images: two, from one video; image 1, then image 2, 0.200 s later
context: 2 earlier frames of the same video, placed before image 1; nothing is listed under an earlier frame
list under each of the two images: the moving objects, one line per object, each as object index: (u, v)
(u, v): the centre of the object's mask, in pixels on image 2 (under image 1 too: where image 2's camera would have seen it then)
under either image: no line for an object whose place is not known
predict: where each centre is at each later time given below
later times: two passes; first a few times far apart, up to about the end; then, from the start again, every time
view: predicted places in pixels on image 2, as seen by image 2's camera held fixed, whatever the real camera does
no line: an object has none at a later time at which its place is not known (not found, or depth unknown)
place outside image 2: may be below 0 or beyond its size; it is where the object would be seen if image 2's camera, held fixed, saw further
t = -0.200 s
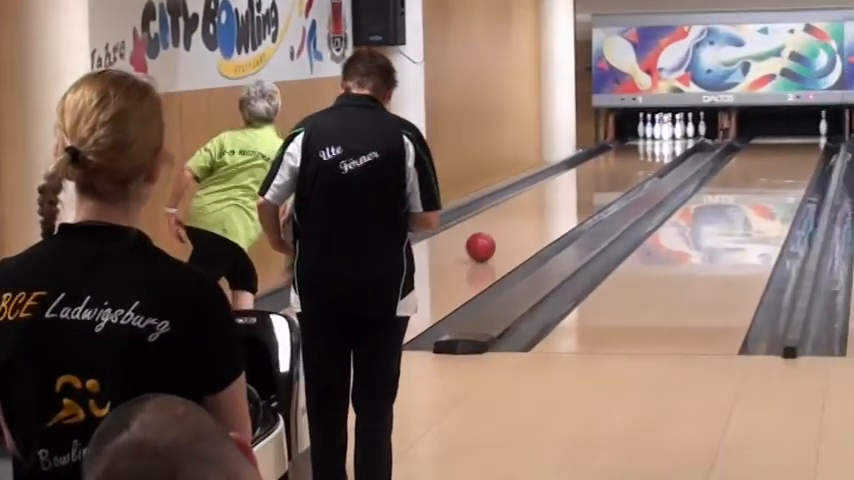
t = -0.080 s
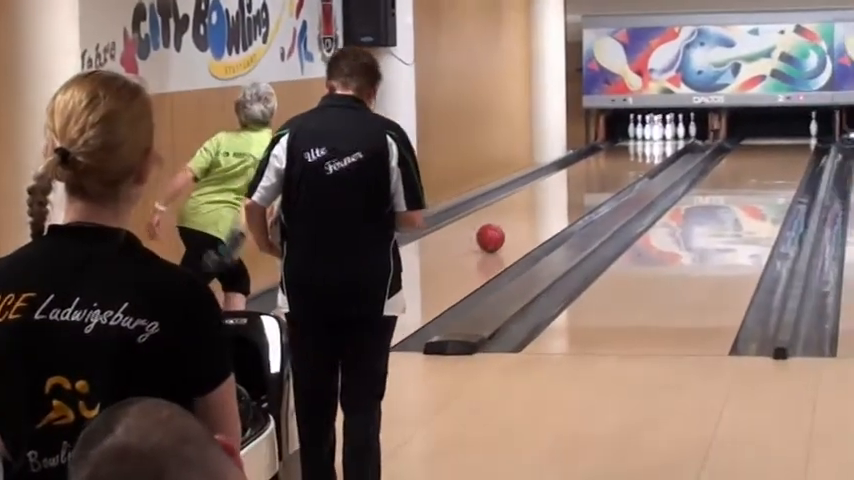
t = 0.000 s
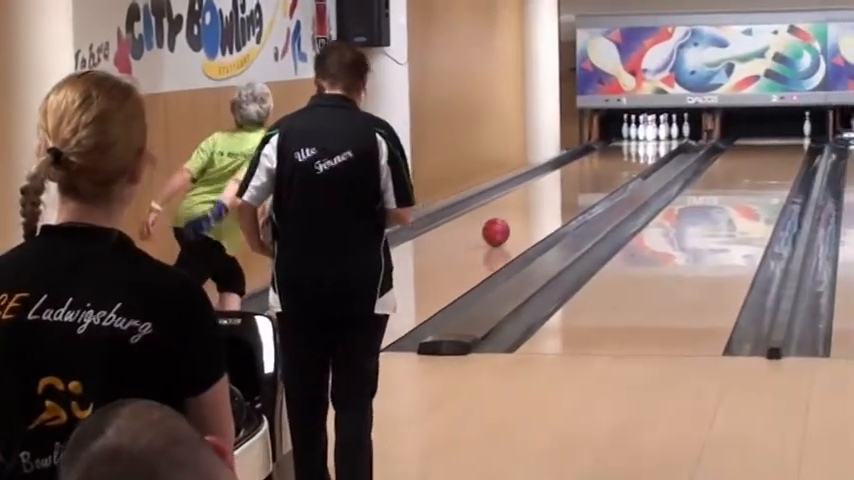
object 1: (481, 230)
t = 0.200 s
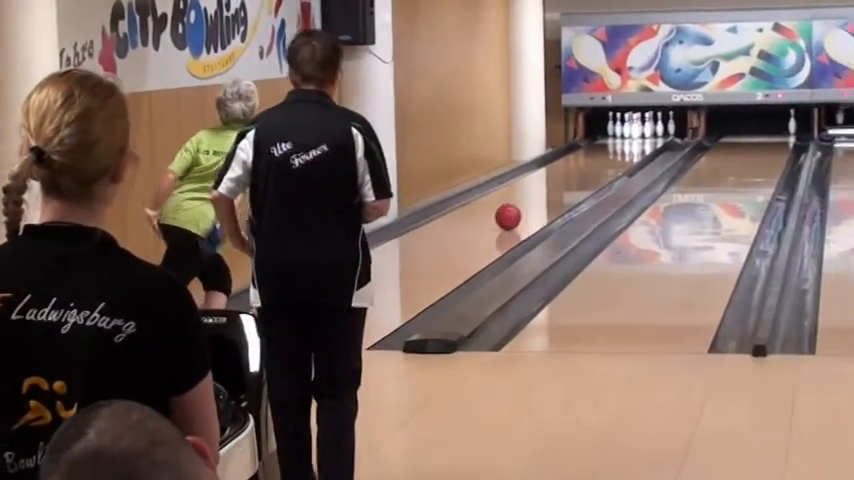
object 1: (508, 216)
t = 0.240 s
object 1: (512, 214)
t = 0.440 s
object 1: (534, 202)
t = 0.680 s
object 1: (557, 191)
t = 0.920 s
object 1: (576, 181)
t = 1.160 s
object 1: (592, 173)
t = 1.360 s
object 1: (603, 165)
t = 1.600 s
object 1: (614, 158)
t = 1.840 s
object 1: (623, 152)
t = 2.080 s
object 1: (628, 147)
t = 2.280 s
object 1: (631, 142)
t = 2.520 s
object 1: (635, 138)
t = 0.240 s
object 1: (512, 214)
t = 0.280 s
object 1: (517, 211)
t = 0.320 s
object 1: (521, 209)
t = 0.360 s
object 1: (526, 207)
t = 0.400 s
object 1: (530, 205)
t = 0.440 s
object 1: (534, 202)
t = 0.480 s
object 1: (539, 200)
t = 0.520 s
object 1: (542, 198)
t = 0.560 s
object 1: (546, 197)
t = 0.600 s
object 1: (549, 195)
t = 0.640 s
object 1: (553, 193)
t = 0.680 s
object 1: (557, 191)
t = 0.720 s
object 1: (560, 189)
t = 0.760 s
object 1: (563, 188)
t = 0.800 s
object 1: (567, 186)
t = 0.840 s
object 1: (570, 184)
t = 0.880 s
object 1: (572, 183)
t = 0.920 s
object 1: (576, 181)
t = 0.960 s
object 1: (579, 179)
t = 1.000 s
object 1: (582, 178)
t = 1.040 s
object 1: (584, 177)
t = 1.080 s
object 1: (587, 175)
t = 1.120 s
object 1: (589, 175)
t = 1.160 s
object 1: (592, 173)
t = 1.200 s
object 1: (594, 171)
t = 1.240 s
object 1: (596, 169)
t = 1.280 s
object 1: (599, 167)
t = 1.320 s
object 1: (601, 167)
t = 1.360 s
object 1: (603, 165)
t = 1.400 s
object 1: (605, 164)
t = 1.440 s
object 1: (607, 163)
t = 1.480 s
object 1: (607, 162)
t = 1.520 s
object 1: (610, 161)
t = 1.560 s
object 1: (612, 159)
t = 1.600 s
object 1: (614, 158)
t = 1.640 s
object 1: (616, 157)
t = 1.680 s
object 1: (617, 156)
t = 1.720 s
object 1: (619, 155)
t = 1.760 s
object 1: (621, 154)
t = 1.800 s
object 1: (622, 152)
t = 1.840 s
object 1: (623, 152)
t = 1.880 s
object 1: (623, 151)
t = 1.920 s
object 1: (624, 150)
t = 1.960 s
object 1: (625, 149)
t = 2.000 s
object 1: (627, 148)
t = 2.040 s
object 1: (627, 148)
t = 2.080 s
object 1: (628, 147)
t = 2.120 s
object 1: (628, 146)
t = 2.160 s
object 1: (629, 145)
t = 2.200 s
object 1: (630, 144)
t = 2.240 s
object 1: (631, 143)
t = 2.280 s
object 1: (631, 142)
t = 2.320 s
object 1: (632, 142)
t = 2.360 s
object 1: (632, 141)
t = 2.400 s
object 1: (633, 140)
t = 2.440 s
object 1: (634, 139)
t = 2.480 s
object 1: (634, 138)
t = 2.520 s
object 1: (635, 138)
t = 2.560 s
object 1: (635, 137)
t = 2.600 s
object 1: (636, 137)
